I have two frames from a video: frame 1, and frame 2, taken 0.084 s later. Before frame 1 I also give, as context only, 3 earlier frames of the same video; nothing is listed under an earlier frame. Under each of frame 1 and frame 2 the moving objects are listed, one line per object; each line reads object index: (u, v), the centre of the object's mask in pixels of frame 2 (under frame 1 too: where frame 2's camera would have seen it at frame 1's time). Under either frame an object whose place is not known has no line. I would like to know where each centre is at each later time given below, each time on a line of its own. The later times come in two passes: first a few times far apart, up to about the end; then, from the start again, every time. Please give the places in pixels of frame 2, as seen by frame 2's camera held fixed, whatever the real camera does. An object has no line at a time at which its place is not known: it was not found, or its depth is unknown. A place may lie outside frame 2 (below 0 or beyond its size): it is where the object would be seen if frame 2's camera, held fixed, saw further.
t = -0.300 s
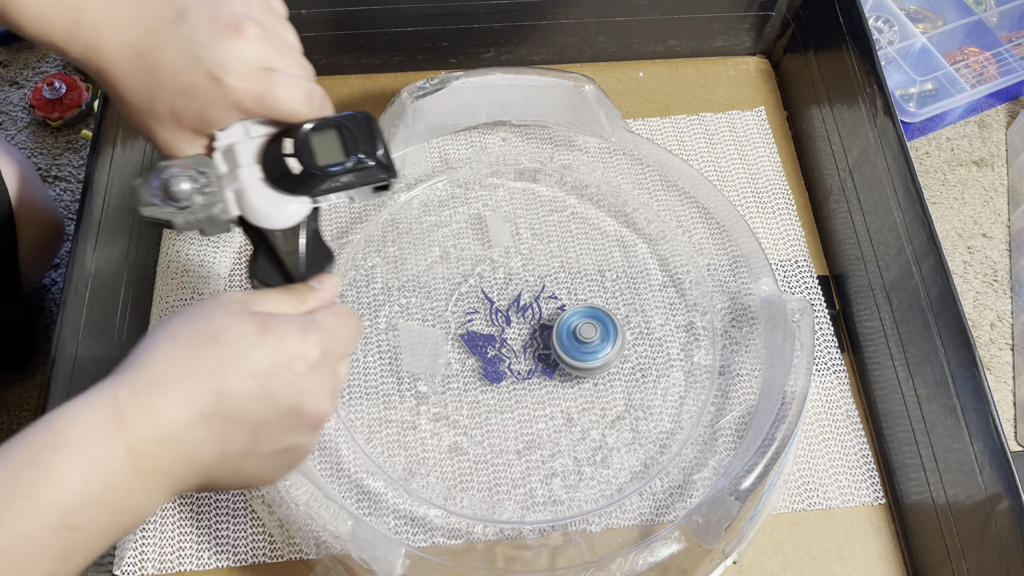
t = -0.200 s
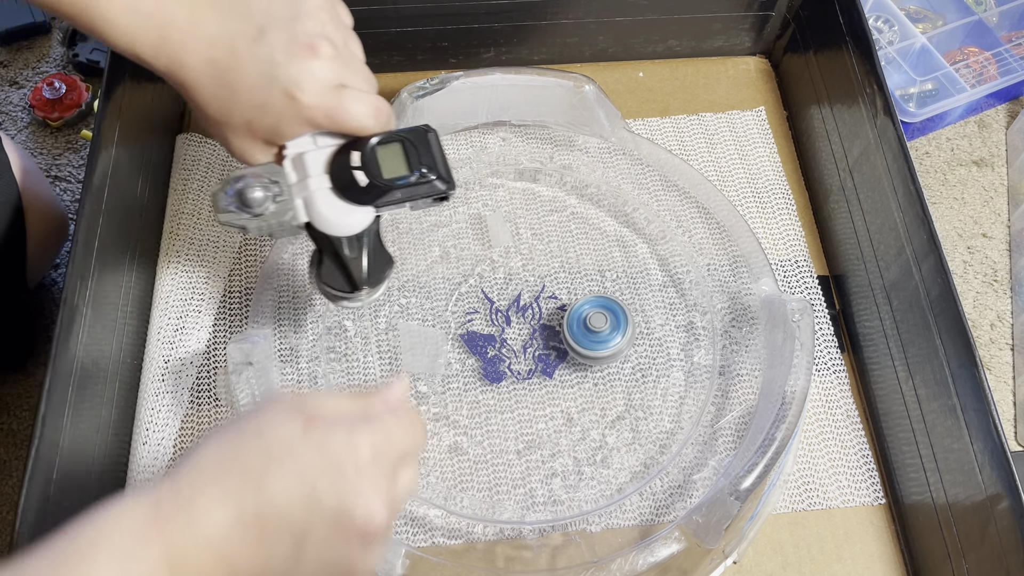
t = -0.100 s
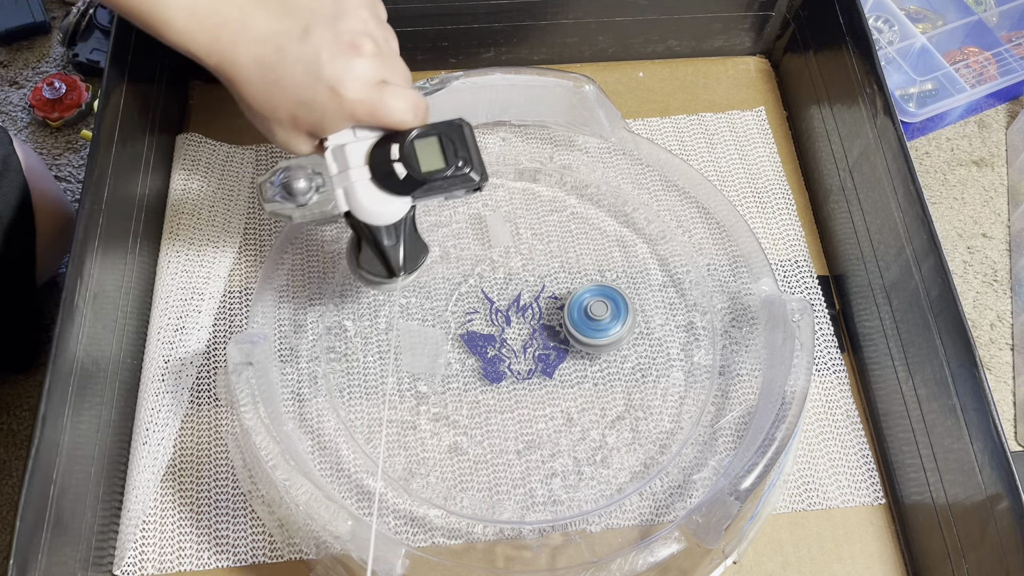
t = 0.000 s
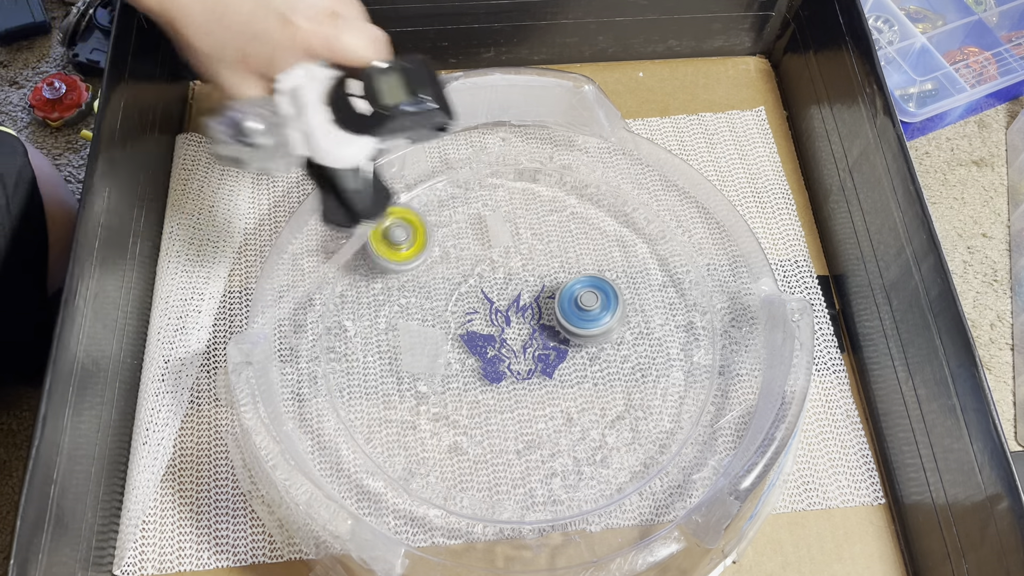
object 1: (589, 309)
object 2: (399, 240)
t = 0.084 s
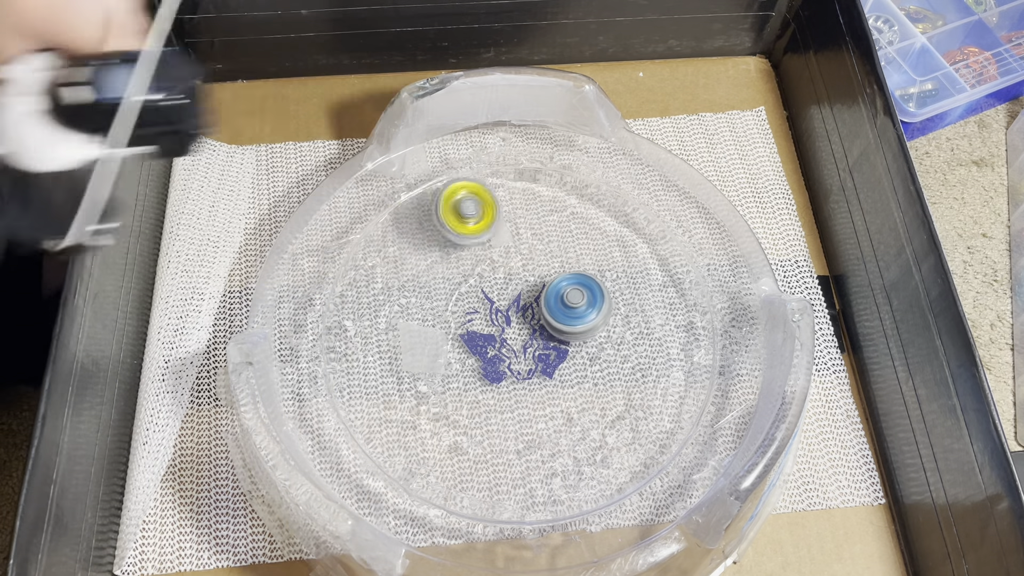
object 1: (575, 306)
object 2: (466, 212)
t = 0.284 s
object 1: (538, 332)
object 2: (572, 172)
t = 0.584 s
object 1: (552, 384)
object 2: (563, 221)
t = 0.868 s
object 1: (577, 376)
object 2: (561, 255)
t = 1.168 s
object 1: (523, 356)
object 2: (614, 223)
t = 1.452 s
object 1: (487, 391)
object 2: (567, 212)
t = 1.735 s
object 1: (514, 397)
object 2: (585, 352)
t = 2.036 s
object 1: (496, 359)
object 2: (690, 282)
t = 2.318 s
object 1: (459, 348)
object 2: (558, 244)
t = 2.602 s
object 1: (429, 430)
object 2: (557, 415)
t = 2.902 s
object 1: (548, 376)
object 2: (696, 347)
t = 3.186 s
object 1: (343, 294)
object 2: (628, 229)
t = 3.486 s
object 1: (402, 392)
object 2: (485, 361)
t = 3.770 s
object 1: (485, 405)
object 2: (670, 433)
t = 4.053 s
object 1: (521, 294)
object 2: (602, 285)
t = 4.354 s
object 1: (205, 243)
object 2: (625, 314)
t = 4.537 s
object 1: (209, 241)
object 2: (489, 367)
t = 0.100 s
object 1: (572, 307)
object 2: (480, 212)
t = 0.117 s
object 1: (568, 308)
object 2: (492, 207)
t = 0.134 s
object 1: (564, 310)
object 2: (503, 204)
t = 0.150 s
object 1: (561, 311)
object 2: (513, 201)
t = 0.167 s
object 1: (557, 312)
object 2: (522, 197)
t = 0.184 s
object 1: (554, 315)
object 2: (531, 194)
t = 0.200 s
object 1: (551, 317)
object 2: (540, 190)
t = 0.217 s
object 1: (548, 320)
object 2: (547, 186)
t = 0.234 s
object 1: (545, 323)
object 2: (554, 182)
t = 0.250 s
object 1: (543, 326)
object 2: (561, 179)
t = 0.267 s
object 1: (540, 329)
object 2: (567, 176)
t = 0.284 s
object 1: (538, 332)
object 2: (572, 172)
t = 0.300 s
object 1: (536, 336)
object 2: (576, 170)
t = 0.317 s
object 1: (535, 339)
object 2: (576, 173)
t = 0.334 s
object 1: (533, 343)
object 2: (577, 177)
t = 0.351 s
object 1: (532, 346)
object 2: (578, 179)
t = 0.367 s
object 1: (532, 350)
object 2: (577, 183)
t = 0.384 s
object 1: (532, 354)
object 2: (578, 185)
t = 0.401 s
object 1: (533, 357)
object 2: (577, 188)
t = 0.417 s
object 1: (533, 361)
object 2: (577, 191)
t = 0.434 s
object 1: (534, 364)
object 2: (577, 194)
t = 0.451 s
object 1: (536, 367)
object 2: (576, 197)
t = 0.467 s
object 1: (537, 370)
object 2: (575, 201)
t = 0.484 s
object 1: (539, 373)
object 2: (574, 203)
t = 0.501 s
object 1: (541, 376)
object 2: (572, 206)
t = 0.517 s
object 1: (543, 377)
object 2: (571, 209)
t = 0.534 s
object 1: (545, 380)
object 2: (569, 213)
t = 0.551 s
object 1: (548, 381)
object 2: (567, 215)
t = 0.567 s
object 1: (550, 383)
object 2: (565, 218)
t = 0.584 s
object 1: (552, 384)
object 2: (563, 221)
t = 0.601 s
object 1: (554, 385)
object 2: (561, 224)
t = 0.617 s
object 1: (556, 386)
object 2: (559, 227)
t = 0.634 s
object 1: (558, 388)
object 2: (558, 230)
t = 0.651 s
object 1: (560, 388)
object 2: (555, 232)
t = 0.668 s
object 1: (563, 389)
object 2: (554, 235)
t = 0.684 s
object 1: (564, 389)
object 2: (552, 238)
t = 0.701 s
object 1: (566, 389)
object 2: (551, 240)
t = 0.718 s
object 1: (568, 389)
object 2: (550, 242)
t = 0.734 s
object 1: (570, 388)
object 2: (550, 244)
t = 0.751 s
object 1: (571, 388)
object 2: (550, 247)
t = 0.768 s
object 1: (572, 387)
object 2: (550, 248)
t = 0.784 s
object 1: (574, 386)
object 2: (551, 250)
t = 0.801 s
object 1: (575, 384)
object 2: (552, 252)
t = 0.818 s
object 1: (576, 382)
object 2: (554, 253)
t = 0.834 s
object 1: (577, 380)
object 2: (556, 254)
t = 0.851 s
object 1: (577, 378)
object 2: (559, 255)
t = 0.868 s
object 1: (577, 376)
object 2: (561, 255)
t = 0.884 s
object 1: (577, 374)
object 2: (565, 256)
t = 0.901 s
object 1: (575, 371)
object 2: (568, 256)
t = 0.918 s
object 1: (574, 368)
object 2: (571, 256)
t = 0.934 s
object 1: (572, 366)
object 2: (575, 256)
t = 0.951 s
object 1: (569, 363)
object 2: (579, 255)
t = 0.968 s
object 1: (566, 361)
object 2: (582, 254)
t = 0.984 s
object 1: (563, 359)
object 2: (586, 253)
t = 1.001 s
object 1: (560, 358)
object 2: (590, 252)
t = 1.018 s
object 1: (556, 356)
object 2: (593, 250)
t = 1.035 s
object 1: (553, 355)
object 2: (596, 249)
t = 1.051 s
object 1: (549, 355)
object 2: (599, 246)
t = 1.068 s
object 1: (545, 354)
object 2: (602, 243)
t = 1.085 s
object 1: (541, 354)
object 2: (605, 240)
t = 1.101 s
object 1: (537, 354)
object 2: (608, 237)
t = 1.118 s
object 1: (533, 354)
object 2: (610, 233)
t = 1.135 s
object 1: (530, 355)
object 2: (612, 230)
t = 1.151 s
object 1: (526, 355)
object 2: (613, 226)
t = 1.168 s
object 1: (523, 356)
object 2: (614, 223)
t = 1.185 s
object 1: (520, 357)
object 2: (614, 219)
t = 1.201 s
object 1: (516, 358)
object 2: (615, 215)
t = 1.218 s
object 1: (513, 358)
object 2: (615, 211)
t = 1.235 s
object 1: (510, 360)
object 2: (616, 206)
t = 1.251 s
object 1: (507, 362)
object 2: (616, 203)
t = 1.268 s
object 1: (504, 364)
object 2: (617, 198)
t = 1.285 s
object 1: (501, 366)
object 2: (617, 195)
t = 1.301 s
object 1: (498, 368)
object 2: (618, 189)
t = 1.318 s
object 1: (496, 370)
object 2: (614, 189)
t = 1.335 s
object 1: (494, 373)
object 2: (608, 192)
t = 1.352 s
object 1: (492, 375)
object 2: (601, 195)
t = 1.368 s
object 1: (490, 378)
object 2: (595, 197)
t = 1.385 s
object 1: (489, 380)
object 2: (589, 200)
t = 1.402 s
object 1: (488, 383)
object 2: (584, 203)
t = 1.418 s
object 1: (488, 385)
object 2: (579, 206)
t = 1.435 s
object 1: (487, 389)
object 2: (573, 209)
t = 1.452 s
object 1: (487, 391)
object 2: (567, 212)
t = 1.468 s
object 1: (488, 394)
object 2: (561, 216)
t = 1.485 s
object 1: (489, 396)
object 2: (556, 221)
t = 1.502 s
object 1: (491, 399)
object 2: (550, 226)
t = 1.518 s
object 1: (492, 400)
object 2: (546, 233)
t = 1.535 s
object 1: (494, 402)
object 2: (542, 242)
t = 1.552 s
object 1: (497, 403)
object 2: (540, 250)
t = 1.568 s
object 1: (499, 404)
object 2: (539, 260)
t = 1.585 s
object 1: (502, 404)
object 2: (539, 270)
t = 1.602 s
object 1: (504, 404)
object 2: (539, 280)
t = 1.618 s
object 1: (507, 404)
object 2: (541, 292)
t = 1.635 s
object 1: (509, 404)
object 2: (544, 302)
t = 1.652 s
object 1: (512, 402)
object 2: (547, 313)
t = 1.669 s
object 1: (513, 401)
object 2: (552, 323)
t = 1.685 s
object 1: (516, 398)
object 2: (557, 333)
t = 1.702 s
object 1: (517, 397)
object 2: (564, 342)
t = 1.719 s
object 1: (516, 397)
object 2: (573, 347)
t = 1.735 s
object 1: (514, 397)
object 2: (585, 352)
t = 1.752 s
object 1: (513, 397)
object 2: (597, 355)
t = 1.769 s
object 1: (512, 396)
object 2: (610, 357)
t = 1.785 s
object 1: (512, 394)
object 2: (623, 360)
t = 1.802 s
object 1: (512, 392)
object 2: (637, 359)
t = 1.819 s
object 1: (512, 390)
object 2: (650, 359)
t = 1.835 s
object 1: (512, 388)
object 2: (662, 358)
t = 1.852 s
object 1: (511, 386)
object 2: (675, 356)
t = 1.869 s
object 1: (511, 383)
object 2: (686, 352)
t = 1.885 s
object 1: (510, 381)
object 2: (697, 346)
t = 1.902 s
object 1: (509, 378)
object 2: (708, 341)
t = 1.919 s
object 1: (508, 375)
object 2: (713, 334)
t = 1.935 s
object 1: (507, 373)
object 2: (710, 324)
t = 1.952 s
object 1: (505, 370)
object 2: (707, 317)
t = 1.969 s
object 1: (504, 367)
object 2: (703, 311)
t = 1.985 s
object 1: (502, 365)
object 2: (699, 303)
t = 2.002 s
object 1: (500, 363)
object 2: (696, 296)
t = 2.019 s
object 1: (498, 360)
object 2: (693, 289)
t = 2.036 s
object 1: (496, 359)
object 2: (690, 282)
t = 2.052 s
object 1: (494, 356)
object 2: (686, 276)
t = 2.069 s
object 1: (491, 355)
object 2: (683, 269)
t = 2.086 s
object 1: (488, 353)
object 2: (680, 262)
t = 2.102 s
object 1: (486, 351)
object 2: (678, 256)
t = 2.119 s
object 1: (483, 350)
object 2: (675, 249)
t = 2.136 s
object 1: (480, 349)
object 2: (671, 242)
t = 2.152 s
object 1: (478, 348)
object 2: (667, 237)
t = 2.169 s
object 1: (475, 348)
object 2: (662, 231)
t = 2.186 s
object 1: (472, 348)
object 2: (655, 226)
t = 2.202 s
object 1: (470, 347)
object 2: (646, 223)
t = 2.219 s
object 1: (468, 347)
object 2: (637, 221)
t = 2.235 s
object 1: (466, 347)
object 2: (626, 221)
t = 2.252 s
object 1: (465, 347)
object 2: (614, 222)
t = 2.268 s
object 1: (463, 347)
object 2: (601, 225)
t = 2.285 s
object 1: (461, 347)
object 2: (587, 230)
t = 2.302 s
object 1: (460, 347)
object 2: (572, 237)
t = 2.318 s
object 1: (459, 348)
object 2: (558, 244)
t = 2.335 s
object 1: (458, 348)
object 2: (544, 254)
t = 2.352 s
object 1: (457, 348)
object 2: (530, 265)
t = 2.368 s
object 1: (456, 349)
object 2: (517, 277)
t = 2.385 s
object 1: (455, 349)
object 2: (507, 290)
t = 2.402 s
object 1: (450, 353)
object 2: (500, 299)
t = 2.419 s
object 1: (440, 363)
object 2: (501, 305)
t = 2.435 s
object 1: (429, 373)
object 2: (502, 312)
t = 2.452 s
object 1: (420, 382)
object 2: (504, 320)
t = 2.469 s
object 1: (414, 390)
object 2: (505, 329)
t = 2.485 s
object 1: (410, 397)
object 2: (508, 338)
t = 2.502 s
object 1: (408, 404)
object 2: (512, 348)
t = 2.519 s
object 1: (407, 409)
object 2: (516, 359)
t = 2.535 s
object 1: (409, 414)
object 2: (522, 369)
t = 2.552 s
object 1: (412, 419)
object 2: (528, 381)
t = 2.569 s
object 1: (417, 423)
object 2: (537, 393)
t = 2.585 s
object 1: (422, 427)
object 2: (546, 404)
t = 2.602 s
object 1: (429, 430)
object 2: (557, 415)
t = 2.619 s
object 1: (436, 434)
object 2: (567, 423)
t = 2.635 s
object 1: (444, 436)
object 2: (581, 431)
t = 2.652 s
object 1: (452, 438)
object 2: (594, 439)
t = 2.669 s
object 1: (461, 439)
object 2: (607, 443)
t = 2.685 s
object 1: (470, 438)
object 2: (623, 447)
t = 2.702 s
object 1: (478, 438)
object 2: (637, 451)
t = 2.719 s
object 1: (488, 436)
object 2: (652, 453)
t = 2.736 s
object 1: (496, 434)
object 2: (667, 450)
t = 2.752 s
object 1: (503, 431)
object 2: (674, 441)
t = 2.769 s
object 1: (511, 427)
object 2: (680, 433)
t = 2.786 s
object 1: (517, 423)
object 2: (682, 423)
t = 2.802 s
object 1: (523, 417)
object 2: (685, 410)
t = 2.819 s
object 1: (529, 411)
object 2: (687, 400)
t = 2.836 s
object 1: (534, 405)
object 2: (689, 389)
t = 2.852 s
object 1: (539, 398)
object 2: (691, 378)
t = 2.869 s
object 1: (543, 391)
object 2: (692, 368)
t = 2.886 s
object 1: (546, 384)
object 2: (695, 357)
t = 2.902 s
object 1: (548, 376)
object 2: (696, 347)
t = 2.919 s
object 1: (549, 369)
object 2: (697, 337)
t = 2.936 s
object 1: (550, 361)
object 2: (695, 326)
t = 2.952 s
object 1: (551, 354)
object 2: (692, 316)
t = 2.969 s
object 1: (550, 346)
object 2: (687, 305)
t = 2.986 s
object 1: (549, 338)
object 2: (679, 296)
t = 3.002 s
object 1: (547, 331)
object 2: (668, 287)
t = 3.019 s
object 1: (545, 323)
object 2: (657, 280)
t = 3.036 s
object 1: (542, 316)
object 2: (642, 275)
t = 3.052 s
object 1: (539, 308)
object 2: (627, 270)
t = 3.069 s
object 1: (535, 301)
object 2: (611, 267)
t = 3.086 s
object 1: (528, 294)
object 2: (598, 264)
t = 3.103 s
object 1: (492, 295)
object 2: (608, 255)
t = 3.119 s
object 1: (458, 295)
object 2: (615, 248)
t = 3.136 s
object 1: (427, 292)
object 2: (621, 241)
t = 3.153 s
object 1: (397, 293)
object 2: (626, 236)
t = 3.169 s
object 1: (370, 294)
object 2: (627, 232)
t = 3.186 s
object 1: (343, 294)
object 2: (628, 229)
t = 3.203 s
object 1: (325, 296)
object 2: (627, 227)
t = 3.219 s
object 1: (316, 301)
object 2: (624, 227)
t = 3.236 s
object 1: (306, 309)
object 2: (618, 227)
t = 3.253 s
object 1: (299, 317)
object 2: (612, 228)
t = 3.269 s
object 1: (304, 322)
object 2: (603, 231)
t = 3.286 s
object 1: (311, 327)
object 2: (593, 234)
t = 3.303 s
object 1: (320, 334)
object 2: (580, 240)
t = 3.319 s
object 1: (329, 339)
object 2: (567, 245)
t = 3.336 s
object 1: (338, 345)
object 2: (554, 253)
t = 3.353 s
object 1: (347, 351)
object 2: (540, 262)
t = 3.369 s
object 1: (358, 356)
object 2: (527, 273)
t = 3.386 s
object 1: (369, 361)
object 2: (514, 284)
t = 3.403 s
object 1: (379, 365)
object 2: (502, 297)
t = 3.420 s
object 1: (390, 369)
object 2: (491, 312)
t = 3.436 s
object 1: (399, 374)
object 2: (482, 326)
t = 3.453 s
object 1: (410, 377)
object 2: (475, 340)
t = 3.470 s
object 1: (407, 385)
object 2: (478, 351)
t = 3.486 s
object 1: (402, 392)
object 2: (485, 361)
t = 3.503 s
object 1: (398, 398)
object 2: (493, 372)
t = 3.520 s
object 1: (396, 404)
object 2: (501, 383)
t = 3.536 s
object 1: (397, 409)
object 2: (510, 396)
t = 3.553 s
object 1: (399, 412)
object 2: (519, 408)
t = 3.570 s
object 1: (403, 415)
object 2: (529, 420)
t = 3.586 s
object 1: (408, 418)
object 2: (540, 431)
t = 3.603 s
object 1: (414, 419)
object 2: (553, 441)
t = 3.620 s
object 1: (421, 421)
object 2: (567, 451)
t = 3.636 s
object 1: (427, 422)
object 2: (581, 458)
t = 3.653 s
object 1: (435, 422)
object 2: (595, 463)
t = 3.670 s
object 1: (442, 421)
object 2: (611, 468)
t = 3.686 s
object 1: (450, 420)
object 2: (627, 472)
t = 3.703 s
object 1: (457, 418)
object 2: (640, 470)
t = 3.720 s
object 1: (464, 415)
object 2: (649, 459)
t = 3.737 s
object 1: (472, 412)
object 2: (655, 451)
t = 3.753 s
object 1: (479, 409)
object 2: (662, 442)
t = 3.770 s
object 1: (485, 405)
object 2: (670, 433)
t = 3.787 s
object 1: (493, 399)
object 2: (675, 424)
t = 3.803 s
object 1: (498, 395)
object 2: (682, 416)
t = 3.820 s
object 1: (504, 389)
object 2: (687, 408)
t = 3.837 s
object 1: (509, 383)
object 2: (694, 399)
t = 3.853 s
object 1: (513, 378)
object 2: (699, 390)
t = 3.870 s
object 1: (517, 371)
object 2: (702, 381)
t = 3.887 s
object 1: (520, 364)
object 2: (702, 371)
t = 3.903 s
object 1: (522, 358)
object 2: (702, 360)
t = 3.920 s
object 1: (524, 351)
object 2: (698, 350)
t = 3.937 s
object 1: (525, 344)
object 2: (692, 340)
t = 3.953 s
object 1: (526, 337)
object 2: (685, 328)
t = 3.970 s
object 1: (527, 330)
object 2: (674, 320)
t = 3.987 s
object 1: (526, 322)
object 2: (662, 311)
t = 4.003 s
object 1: (526, 315)
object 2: (648, 303)
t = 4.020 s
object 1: (525, 308)
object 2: (634, 296)
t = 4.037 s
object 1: (523, 302)
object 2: (619, 290)
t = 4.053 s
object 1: (521, 294)
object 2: (602, 285)
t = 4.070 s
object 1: (506, 285)
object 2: (596, 284)
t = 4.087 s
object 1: (456, 271)
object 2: (620, 284)
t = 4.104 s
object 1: (410, 255)
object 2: (643, 286)
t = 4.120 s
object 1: (368, 240)
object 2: (666, 287)
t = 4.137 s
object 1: (330, 229)
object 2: (685, 290)
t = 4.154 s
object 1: (298, 221)
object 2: (702, 292)
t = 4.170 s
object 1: (262, 211)
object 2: (709, 294)
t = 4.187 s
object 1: (230, 208)
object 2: (709, 296)
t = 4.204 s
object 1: (196, 206)
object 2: (711, 301)
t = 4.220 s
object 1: (168, 206)
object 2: (711, 306)
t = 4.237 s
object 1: (173, 213)
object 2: (706, 309)
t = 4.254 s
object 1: (193, 224)
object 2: (699, 312)
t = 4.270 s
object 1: (216, 237)
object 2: (689, 315)
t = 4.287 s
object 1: (233, 249)
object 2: (677, 315)
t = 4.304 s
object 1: (227, 255)
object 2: (664, 315)
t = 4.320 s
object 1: (220, 257)
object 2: (652, 314)
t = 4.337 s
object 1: (212, 249)
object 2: (639, 313)
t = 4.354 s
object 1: (205, 243)
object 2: (625, 314)
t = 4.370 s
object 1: (198, 240)
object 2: (612, 314)
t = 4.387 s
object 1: (194, 238)
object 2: (597, 316)
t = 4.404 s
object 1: (191, 241)
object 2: (580, 319)
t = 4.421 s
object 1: (191, 246)
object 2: (569, 322)
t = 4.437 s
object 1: (195, 249)
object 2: (557, 327)
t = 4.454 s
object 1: (197, 249)
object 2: (544, 331)
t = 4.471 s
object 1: (202, 249)
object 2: (532, 339)
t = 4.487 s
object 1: (205, 247)
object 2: (520, 345)
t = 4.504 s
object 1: (207, 245)
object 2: (509, 352)
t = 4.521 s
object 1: (208, 242)
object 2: (499, 358)
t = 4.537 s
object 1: (209, 241)
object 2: (489, 367)
